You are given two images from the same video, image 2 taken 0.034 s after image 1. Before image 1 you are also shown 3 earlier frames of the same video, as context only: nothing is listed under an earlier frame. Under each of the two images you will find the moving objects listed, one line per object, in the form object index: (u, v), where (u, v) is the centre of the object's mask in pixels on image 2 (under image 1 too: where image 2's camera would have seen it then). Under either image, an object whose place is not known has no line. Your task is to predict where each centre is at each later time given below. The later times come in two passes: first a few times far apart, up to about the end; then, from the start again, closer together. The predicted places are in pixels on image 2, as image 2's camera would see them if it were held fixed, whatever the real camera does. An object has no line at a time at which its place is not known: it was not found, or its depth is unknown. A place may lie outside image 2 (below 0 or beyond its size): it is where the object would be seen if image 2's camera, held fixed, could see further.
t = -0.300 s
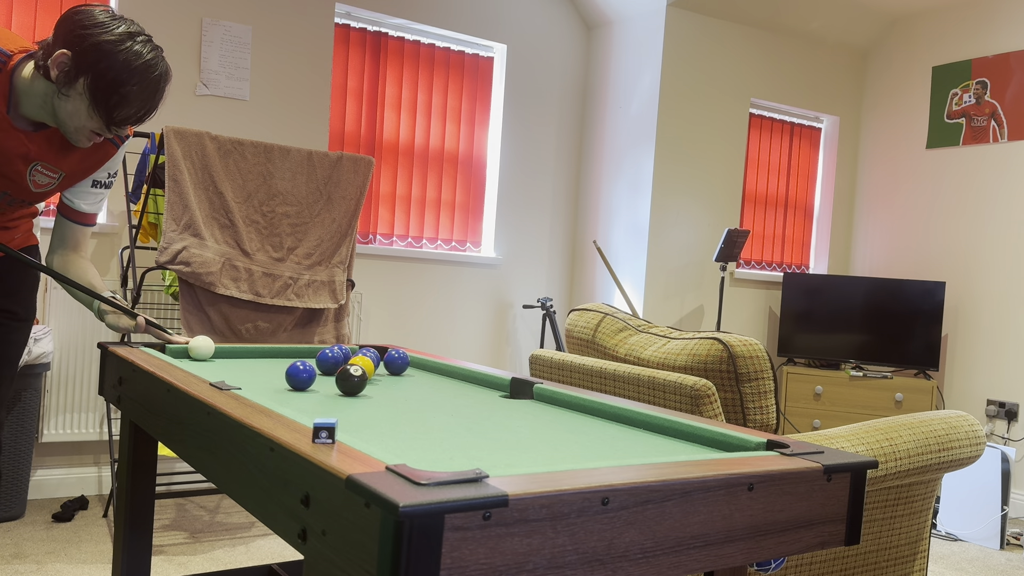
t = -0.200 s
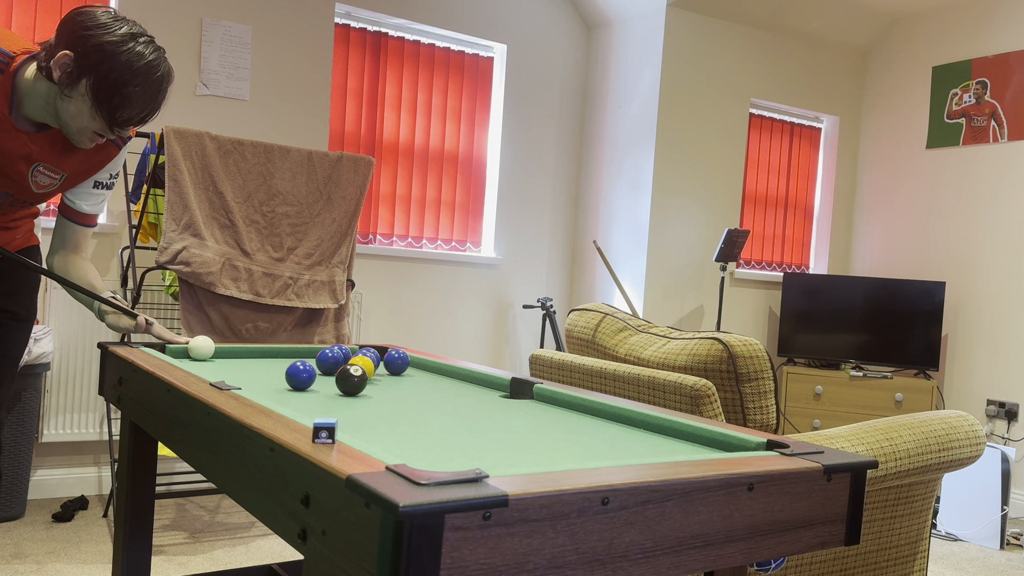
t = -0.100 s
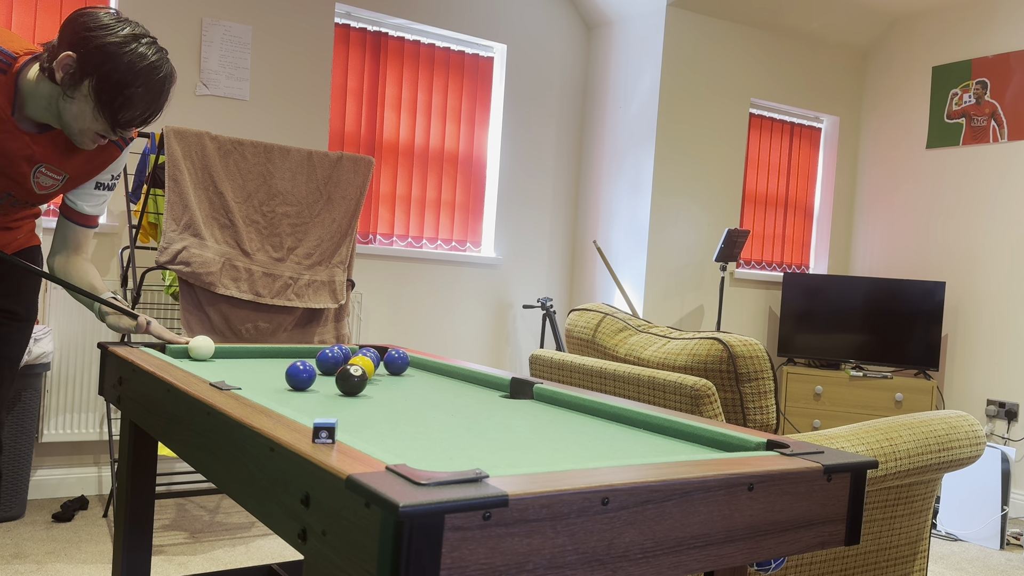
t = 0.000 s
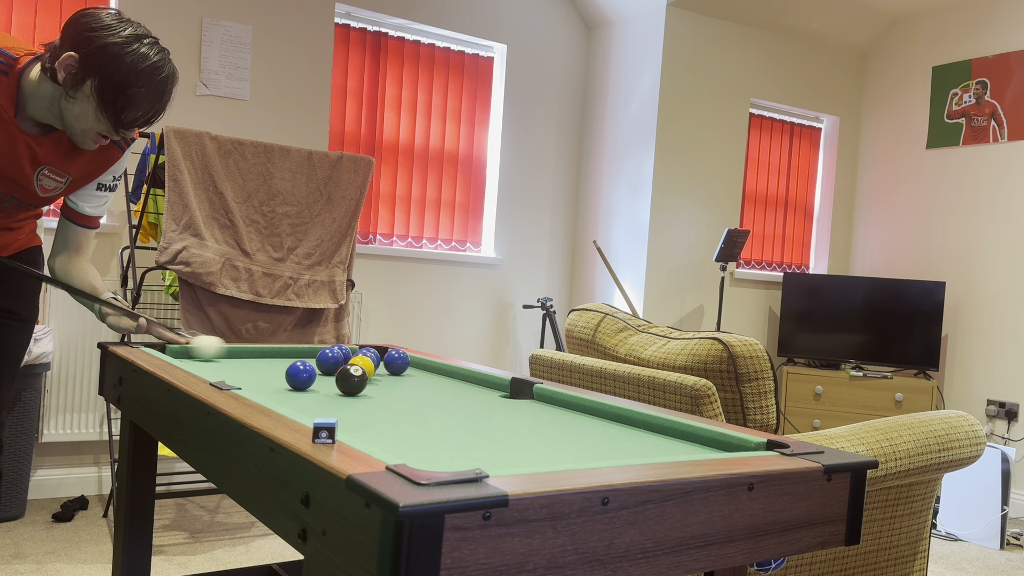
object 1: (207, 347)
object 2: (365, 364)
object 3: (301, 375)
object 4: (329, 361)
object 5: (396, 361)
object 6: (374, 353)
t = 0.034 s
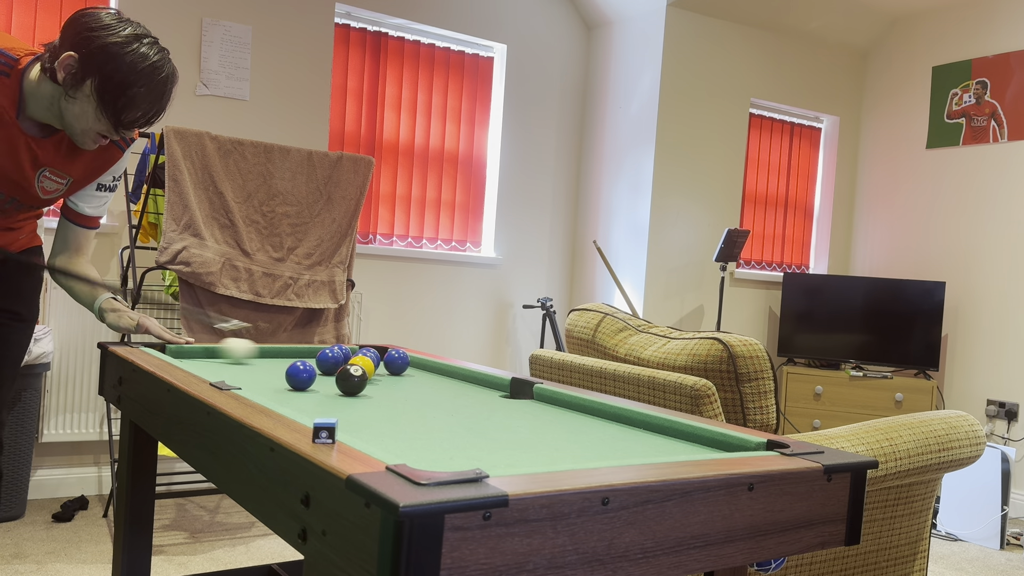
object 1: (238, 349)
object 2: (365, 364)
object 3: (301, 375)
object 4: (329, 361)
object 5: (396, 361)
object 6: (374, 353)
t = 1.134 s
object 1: (427, 379)
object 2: (368, 375)
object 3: (302, 390)
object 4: (262, 374)
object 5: (414, 360)
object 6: (319, 353)
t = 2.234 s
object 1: (518, 400)
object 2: (368, 374)
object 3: (347, 405)
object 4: (256, 376)
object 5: (414, 362)
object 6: (273, 353)
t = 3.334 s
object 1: (557, 411)
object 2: (368, 373)
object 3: (366, 406)
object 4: (256, 376)
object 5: (414, 362)
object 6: (274, 353)
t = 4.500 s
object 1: (556, 411)
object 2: (368, 373)
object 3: (370, 406)
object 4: (256, 376)
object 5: (414, 362)
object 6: (275, 353)
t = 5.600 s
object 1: (556, 411)
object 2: (368, 373)
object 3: (370, 406)
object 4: (256, 376)
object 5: (414, 362)
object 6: (275, 353)
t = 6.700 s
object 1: (556, 411)
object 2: (368, 373)
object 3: (370, 406)
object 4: (256, 376)
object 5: (414, 362)
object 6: (275, 353)
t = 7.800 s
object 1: (556, 411)
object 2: (368, 373)
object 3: (370, 406)
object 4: (256, 376)
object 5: (414, 362)
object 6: (275, 353)
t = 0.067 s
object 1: (270, 351)
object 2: (365, 364)
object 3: (301, 375)
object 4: (329, 361)
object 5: (396, 361)
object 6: (374, 353)
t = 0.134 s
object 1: (316, 356)
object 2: (364, 364)
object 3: (301, 375)
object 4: (335, 361)
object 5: (396, 361)
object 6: (373, 353)
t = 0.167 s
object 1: (315, 356)
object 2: (365, 364)
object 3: (301, 375)
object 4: (332, 362)
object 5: (398, 361)
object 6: (372, 350)
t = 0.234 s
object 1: (323, 351)
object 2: (365, 365)
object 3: (301, 375)
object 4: (326, 365)
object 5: (391, 359)
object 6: (380, 349)
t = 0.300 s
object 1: (338, 358)
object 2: (364, 365)
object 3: (301, 375)
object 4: (321, 365)
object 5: (396, 361)
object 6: (390, 348)
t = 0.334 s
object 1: (340, 359)
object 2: (365, 366)
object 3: (301, 375)
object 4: (319, 365)
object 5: (396, 361)
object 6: (401, 346)
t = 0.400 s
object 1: (347, 358)
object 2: (365, 367)
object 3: (301, 375)
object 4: (314, 364)
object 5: (398, 362)
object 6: (387, 347)
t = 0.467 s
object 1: (356, 358)
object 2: (364, 367)
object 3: (300, 376)
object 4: (303, 361)
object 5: (401, 362)
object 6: (383, 348)
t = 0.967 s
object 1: (410, 375)
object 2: (368, 374)
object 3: (299, 387)
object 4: (269, 373)
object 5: (416, 358)
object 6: (332, 353)
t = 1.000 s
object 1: (413, 376)
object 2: (368, 375)
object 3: (300, 388)
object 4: (267, 373)
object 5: (415, 358)
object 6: (329, 353)
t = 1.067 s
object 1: (420, 377)
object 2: (368, 375)
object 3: (301, 389)
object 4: (265, 374)
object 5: (414, 359)
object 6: (324, 353)
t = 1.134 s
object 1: (427, 379)
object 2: (368, 375)
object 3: (302, 390)
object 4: (262, 374)
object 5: (414, 360)
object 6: (319, 353)
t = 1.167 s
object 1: (431, 380)
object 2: (368, 374)
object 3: (303, 391)
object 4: (261, 374)
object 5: (414, 361)
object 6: (317, 352)
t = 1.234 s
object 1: (436, 380)
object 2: (368, 374)
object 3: (304, 392)
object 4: (260, 375)
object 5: (415, 362)
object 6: (312, 353)
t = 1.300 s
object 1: (441, 380)
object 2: (368, 374)
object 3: (306, 394)
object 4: (258, 375)
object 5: (415, 362)
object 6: (307, 353)
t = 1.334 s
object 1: (444, 380)
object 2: (368, 374)
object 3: (307, 394)
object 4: (257, 375)
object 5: (415, 362)
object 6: (305, 353)
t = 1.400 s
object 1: (450, 379)
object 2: (368, 374)
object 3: (310, 396)
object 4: (256, 375)
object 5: (415, 362)
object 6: (301, 352)
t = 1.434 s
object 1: (454, 378)
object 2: (368, 374)
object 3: (311, 396)
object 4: (256, 375)
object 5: (415, 362)
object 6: (299, 353)
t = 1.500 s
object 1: (464, 379)
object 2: (368, 374)
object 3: (313, 397)
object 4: (255, 376)
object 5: (415, 362)
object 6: (295, 353)
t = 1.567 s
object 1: (471, 382)
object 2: (368, 374)
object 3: (316, 398)
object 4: (255, 376)
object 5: (415, 362)
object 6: (292, 353)
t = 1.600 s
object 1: (475, 384)
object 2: (368, 374)
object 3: (318, 399)
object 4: (255, 376)
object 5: (415, 362)
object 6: (290, 353)
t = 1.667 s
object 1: (480, 387)
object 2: (368, 374)
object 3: (321, 400)
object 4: (255, 376)
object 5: (414, 362)
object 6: (287, 353)
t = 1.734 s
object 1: (484, 390)
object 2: (368, 374)
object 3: (324, 400)
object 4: (255, 376)
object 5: (415, 362)
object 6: (284, 353)
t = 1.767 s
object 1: (486, 391)
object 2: (368, 374)
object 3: (326, 401)
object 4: (255, 376)
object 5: (415, 362)
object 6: (283, 353)
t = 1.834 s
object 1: (491, 393)
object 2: (368, 374)
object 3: (329, 401)
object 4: (255, 376)
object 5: (414, 362)
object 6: (281, 353)
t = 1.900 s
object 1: (496, 394)
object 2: (368, 374)
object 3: (332, 402)
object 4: (255, 376)
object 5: (414, 362)
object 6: (279, 353)
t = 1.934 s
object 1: (498, 395)
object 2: (368, 374)
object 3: (334, 402)
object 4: (255, 376)
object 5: (415, 362)
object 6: (278, 353)
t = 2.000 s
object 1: (503, 396)
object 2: (368, 374)
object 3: (337, 403)
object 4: (255, 376)
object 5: (414, 362)
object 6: (276, 353)
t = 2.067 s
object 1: (508, 397)
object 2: (368, 374)
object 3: (340, 404)
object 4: (256, 376)
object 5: (414, 362)
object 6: (275, 353)
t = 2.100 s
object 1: (510, 398)
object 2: (368, 374)
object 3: (341, 404)
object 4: (256, 376)
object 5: (414, 362)
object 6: (275, 353)
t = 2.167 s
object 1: (514, 399)
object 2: (368, 374)
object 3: (344, 405)
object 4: (256, 376)
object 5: (414, 362)
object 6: (274, 353)
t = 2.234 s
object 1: (518, 400)
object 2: (368, 374)
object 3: (347, 405)
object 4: (256, 376)
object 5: (414, 362)
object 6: (273, 353)
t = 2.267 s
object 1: (520, 401)
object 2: (368, 374)
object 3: (348, 406)
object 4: (256, 376)
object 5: (414, 362)
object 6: (273, 353)
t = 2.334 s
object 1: (524, 402)
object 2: (368, 374)
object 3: (351, 406)
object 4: (256, 376)
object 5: (414, 362)
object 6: (273, 353)
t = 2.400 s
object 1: (528, 403)
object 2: (368, 374)
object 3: (353, 406)
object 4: (256, 376)
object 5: (414, 362)
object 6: (273, 353)
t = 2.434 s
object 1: (529, 403)
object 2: (368, 374)
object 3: (354, 406)
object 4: (256, 376)
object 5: (414, 362)
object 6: (274, 353)
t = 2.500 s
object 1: (533, 404)
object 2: (368, 374)
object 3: (356, 407)
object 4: (256, 376)
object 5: (414, 362)
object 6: (274, 353)
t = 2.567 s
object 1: (536, 405)
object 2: (368, 374)
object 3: (358, 407)
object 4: (256, 376)
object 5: (414, 362)
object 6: (274, 353)
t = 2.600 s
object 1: (537, 406)
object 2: (368, 373)
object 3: (359, 407)
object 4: (256, 376)
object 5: (414, 362)
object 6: (274, 353)
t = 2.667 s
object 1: (540, 406)
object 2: (368, 373)
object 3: (360, 407)
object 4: (256, 376)
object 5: (414, 362)
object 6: (274, 353)
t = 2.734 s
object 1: (543, 407)
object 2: (368, 373)
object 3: (362, 407)
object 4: (256, 376)
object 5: (415, 362)
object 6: (274, 353)
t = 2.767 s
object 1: (544, 408)
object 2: (368, 373)
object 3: (362, 407)
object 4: (256, 376)
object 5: (414, 362)
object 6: (274, 353)
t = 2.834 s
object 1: (547, 408)
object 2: (368, 373)
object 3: (363, 407)
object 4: (256, 376)
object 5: (414, 362)
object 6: (274, 353)
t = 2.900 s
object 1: (549, 409)
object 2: (368, 373)
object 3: (364, 407)
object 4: (256, 376)
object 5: (415, 362)
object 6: (274, 353)
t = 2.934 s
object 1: (550, 409)
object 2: (368, 373)
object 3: (364, 407)
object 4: (256, 376)
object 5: (415, 362)
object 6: (274, 353)
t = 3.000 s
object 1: (551, 410)
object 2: (368, 373)
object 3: (365, 406)
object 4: (256, 376)
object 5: (415, 362)
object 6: (274, 353)
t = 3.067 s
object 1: (553, 410)
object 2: (368, 373)
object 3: (365, 406)
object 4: (256, 376)
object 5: (415, 362)
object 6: (274, 353)
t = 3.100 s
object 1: (554, 411)
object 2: (368, 373)
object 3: (365, 406)
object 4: (256, 376)
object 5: (415, 362)
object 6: (274, 353)
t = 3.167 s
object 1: (555, 411)
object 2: (368, 373)
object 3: (366, 407)
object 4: (256, 376)
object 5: (415, 362)
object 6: (274, 353)
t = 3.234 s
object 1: (556, 411)
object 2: (368, 373)
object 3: (366, 407)
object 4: (256, 376)
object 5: (415, 362)
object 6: (274, 353)
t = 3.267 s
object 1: (556, 411)
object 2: (368, 373)
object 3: (366, 407)
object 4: (256, 376)
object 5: (415, 362)
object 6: (274, 353)
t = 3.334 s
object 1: (557, 411)
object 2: (368, 373)
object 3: (366, 406)
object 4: (256, 376)
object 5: (414, 362)
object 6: (274, 353)
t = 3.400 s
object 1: (557, 412)
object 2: (368, 373)
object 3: (367, 406)
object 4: (256, 376)
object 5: (415, 362)
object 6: (275, 353)
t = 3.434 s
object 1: (557, 412)
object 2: (368, 373)
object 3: (367, 406)
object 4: (256, 376)
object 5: (414, 362)
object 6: (275, 353)
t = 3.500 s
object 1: (557, 412)
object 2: (368, 373)
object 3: (367, 406)
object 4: (256, 376)
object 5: (415, 362)
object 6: (275, 353)
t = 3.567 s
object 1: (556, 412)
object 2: (368, 373)
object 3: (368, 406)
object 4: (256, 376)
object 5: (415, 362)
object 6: (275, 353)
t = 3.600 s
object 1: (556, 411)
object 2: (368, 373)
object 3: (368, 406)
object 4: (256, 376)
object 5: (415, 362)
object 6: (275, 353)
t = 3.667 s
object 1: (556, 411)
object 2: (368, 373)
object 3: (369, 406)
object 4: (256, 376)
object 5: (415, 362)
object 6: (275, 353)
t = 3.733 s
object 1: (556, 411)
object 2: (368, 373)
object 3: (369, 406)
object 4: (256, 376)
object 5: (415, 362)
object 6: (275, 353)
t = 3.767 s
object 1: (556, 411)
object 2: (368, 373)
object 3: (369, 406)
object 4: (256, 376)
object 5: (415, 362)
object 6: (275, 353)
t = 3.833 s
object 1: (556, 411)
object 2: (368, 373)
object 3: (370, 406)
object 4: (256, 376)
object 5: (415, 362)
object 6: (275, 353)
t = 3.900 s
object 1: (556, 411)
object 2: (368, 373)
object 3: (370, 406)
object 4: (256, 376)
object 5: (415, 362)
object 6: (275, 353)
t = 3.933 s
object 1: (556, 411)
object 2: (368, 373)
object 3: (370, 406)
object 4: (256, 376)
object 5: (415, 362)
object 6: (275, 353)
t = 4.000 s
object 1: (556, 411)
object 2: (368, 373)
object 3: (370, 406)
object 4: (256, 376)
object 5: (415, 362)
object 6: (275, 353)
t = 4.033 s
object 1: (556, 411)
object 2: (368, 373)
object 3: (370, 406)
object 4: (256, 376)
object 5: (415, 362)
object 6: (275, 353)
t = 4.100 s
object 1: (556, 411)
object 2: (368, 373)
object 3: (370, 406)
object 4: (256, 376)
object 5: (415, 362)
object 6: (274, 353)
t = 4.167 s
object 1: (556, 411)
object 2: (368, 373)
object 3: (370, 406)
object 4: (256, 376)
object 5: (414, 362)
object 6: (275, 353)
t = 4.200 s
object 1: (556, 411)
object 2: (368, 373)
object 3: (370, 406)
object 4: (256, 376)
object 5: (414, 362)
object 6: (275, 353)
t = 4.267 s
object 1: (556, 411)
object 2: (368, 373)
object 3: (370, 406)
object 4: (256, 376)
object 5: (414, 363)
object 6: (275, 353)
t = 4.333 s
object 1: (556, 411)
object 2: (368, 373)
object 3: (370, 406)
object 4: (256, 376)
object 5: (414, 362)
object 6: (275, 353)
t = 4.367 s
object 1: (556, 411)
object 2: (368, 373)
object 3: (370, 406)
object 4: (256, 376)
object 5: (414, 363)
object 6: (275, 353)
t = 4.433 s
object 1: (556, 411)
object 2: (368, 373)
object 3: (370, 406)
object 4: (256, 376)
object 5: (414, 362)
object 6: (275, 353)
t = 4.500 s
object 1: (556, 411)
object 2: (368, 373)
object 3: (370, 406)
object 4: (256, 376)
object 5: (414, 362)
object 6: (275, 353)
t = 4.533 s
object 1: (556, 411)
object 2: (368, 373)
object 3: (370, 406)
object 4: (256, 376)
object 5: (414, 362)
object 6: (274, 353)
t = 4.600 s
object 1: (556, 412)
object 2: (368, 373)
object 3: (370, 406)
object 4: (256, 376)
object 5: (414, 362)
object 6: (275, 353)
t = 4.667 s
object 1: (556, 412)
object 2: (368, 373)
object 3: (370, 406)
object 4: (256, 376)
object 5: (414, 362)
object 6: (274, 353)
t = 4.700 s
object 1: (556, 411)
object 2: (368, 373)
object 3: (370, 406)
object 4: (256, 376)
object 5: (414, 362)
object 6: (274, 353)
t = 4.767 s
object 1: (556, 411)
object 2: (368, 373)
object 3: (370, 406)
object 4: (256, 376)
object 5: (414, 362)
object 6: (275, 353)
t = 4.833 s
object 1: (556, 411)
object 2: (368, 373)
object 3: (370, 406)
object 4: (256, 376)
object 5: (415, 362)
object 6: (275, 353)
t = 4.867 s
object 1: (556, 411)
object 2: (368, 373)
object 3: (370, 406)
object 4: (256, 376)
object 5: (415, 362)
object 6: (274, 353)
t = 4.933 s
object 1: (556, 411)
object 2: (368, 373)
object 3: (370, 406)
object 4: (256, 376)
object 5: (415, 362)
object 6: (275, 353)
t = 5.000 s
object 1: (556, 411)
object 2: (368, 373)
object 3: (370, 406)
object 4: (256, 376)
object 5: (414, 362)
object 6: (275, 353)
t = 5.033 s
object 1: (556, 411)
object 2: (368, 373)
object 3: (370, 406)
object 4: (256, 376)
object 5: (415, 362)
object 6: (275, 353)
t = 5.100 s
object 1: (556, 411)
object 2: (368, 373)
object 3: (370, 406)
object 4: (256, 376)
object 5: (415, 362)
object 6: (274, 353)
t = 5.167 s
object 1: (556, 412)
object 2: (368, 373)
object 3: (370, 406)
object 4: (256, 376)
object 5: (414, 362)
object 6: (275, 353)
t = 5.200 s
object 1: (556, 411)
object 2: (368, 373)
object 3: (370, 406)
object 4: (256, 376)
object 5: (414, 362)
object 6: (275, 353)
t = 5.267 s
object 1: (556, 411)
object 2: (368, 373)
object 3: (370, 406)
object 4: (256, 376)
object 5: (414, 362)
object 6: (275, 353)
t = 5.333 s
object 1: (556, 411)
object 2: (368, 373)
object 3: (370, 406)
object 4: (256, 376)
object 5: (415, 362)
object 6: (275, 353)
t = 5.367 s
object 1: (556, 411)
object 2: (368, 373)
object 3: (370, 406)
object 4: (256, 376)
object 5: (414, 362)
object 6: (275, 353)
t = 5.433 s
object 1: (556, 411)
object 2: (368, 373)
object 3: (370, 406)
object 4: (256, 376)
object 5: (414, 362)
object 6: (275, 353)
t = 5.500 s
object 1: (556, 411)
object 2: (368, 373)
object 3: (370, 406)
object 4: (256, 376)
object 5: (414, 362)
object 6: (275, 353)
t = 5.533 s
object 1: (556, 411)
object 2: (368, 373)
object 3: (370, 406)
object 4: (256, 376)
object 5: (414, 362)
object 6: (275, 353)
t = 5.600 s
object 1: (556, 411)
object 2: (368, 373)
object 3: (370, 406)
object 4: (256, 376)
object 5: (414, 362)
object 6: (275, 353)
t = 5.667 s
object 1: (556, 411)
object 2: (368, 373)
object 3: (370, 406)
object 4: (256, 376)
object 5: (414, 362)
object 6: (275, 353)
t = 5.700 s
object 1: (556, 411)
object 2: (368, 373)
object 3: (370, 406)
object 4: (256, 376)
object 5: (414, 362)
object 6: (275, 353)
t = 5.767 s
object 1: (556, 411)
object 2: (368, 373)
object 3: (370, 406)
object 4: (256, 376)
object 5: (414, 362)
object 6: (275, 353)
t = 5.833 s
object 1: (556, 411)
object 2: (368, 373)
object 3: (370, 406)
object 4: (256, 376)
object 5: (414, 362)
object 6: (275, 353)
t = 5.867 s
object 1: (556, 411)
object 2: (368, 373)
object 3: (370, 406)
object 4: (256, 376)
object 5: (414, 362)
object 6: (275, 353)
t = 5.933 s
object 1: (556, 411)
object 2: (368, 373)
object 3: (370, 406)
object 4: (256, 376)
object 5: (414, 362)
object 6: (275, 353)
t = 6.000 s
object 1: (556, 411)
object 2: (368, 373)
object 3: (370, 406)
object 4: (256, 376)
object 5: (414, 362)
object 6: (275, 353)
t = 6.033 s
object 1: (556, 411)
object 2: (368, 373)
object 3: (370, 406)
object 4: (256, 376)
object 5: (414, 362)
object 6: (275, 353)
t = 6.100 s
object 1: (556, 411)
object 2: (368, 373)
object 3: (370, 406)
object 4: (256, 376)
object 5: (414, 362)
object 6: (275, 353)
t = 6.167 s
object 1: (556, 411)
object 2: (368, 373)
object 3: (370, 406)
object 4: (256, 376)
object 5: (414, 362)
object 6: (275, 353)
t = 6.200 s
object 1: (556, 411)
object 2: (368, 373)
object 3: (370, 406)
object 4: (256, 376)
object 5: (414, 362)
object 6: (275, 353)
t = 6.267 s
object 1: (556, 411)
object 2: (368, 373)
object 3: (370, 406)
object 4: (256, 376)
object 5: (414, 362)
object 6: (275, 353)
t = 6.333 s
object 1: (556, 411)
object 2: (368, 373)
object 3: (370, 406)
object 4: (256, 376)
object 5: (414, 362)
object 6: (275, 353)
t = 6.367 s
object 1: (556, 411)
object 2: (368, 373)
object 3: (370, 406)
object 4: (256, 376)
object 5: (414, 362)
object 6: (275, 353)
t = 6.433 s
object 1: (556, 411)
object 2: (368, 373)
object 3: (370, 406)
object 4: (256, 376)
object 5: (414, 362)
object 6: (275, 353)
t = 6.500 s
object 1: (556, 411)
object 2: (368, 373)
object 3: (370, 406)
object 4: (256, 376)
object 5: (415, 362)
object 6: (275, 353)
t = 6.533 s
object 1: (556, 411)
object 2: (368, 373)
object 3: (370, 406)
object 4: (256, 376)
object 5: (414, 362)
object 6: (275, 353)
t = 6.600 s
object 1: (556, 411)
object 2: (368, 373)
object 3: (370, 406)
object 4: (256, 376)
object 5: (414, 362)
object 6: (275, 353)
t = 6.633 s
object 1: (556, 411)
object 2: (368, 373)
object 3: (370, 406)
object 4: (256, 376)
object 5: (414, 362)
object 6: (275, 353)
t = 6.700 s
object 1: (556, 411)
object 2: (368, 373)
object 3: (370, 406)
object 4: (256, 376)
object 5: (414, 362)
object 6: (275, 353)
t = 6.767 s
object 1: (556, 412)
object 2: (368, 373)
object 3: (370, 406)
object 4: (256, 376)
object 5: (414, 362)
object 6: (275, 353)
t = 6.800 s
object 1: (556, 411)
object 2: (368, 373)
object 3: (370, 406)
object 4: (256, 376)
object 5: (414, 362)
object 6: (275, 353)
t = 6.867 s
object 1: (556, 411)
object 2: (368, 373)
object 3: (370, 406)
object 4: (256, 376)
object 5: (414, 362)
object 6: (275, 353)
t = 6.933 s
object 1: (556, 411)
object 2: (368, 373)
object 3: (370, 406)
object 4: (256, 376)
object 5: (414, 362)
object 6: (275, 353)
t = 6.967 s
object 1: (556, 411)
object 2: (368, 373)
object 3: (370, 406)
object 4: (256, 376)
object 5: (414, 362)
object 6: (275, 353)
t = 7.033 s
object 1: (556, 411)
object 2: (368, 373)
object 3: (370, 406)
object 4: (256, 376)
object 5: (414, 362)
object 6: (275, 353)
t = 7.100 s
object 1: (556, 411)
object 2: (368, 373)
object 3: (370, 406)
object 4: (256, 376)
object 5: (414, 362)
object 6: (275, 353)
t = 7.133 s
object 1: (556, 411)
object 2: (368, 373)
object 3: (370, 406)
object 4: (256, 376)
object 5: (414, 362)
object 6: (275, 353)
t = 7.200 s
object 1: (556, 411)
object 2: (368, 373)
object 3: (370, 406)
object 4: (256, 376)
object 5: (414, 362)
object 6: (275, 353)
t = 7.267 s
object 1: (556, 411)
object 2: (368, 373)
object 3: (370, 406)
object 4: (256, 376)
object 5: (414, 362)
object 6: (275, 353)
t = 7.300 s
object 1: (556, 411)
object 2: (368, 373)
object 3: (370, 406)
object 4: (256, 376)
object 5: (414, 362)
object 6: (275, 353)
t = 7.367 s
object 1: (556, 411)
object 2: (368, 373)
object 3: (370, 406)
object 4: (256, 376)
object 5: (414, 362)
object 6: (275, 353)
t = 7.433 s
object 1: (556, 411)
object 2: (368, 373)
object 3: (370, 406)
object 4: (256, 376)
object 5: (414, 362)
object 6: (275, 353)
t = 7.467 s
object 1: (556, 411)
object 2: (368, 373)
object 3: (370, 406)
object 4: (256, 376)
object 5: (414, 362)
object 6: (275, 353)
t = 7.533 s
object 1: (556, 412)
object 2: (368, 373)
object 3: (370, 406)
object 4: (256, 376)
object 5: (414, 362)
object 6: (275, 353)
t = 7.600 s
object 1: (556, 411)
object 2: (368, 373)
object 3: (370, 406)
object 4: (256, 376)
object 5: (414, 362)
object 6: (275, 353)
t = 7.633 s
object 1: (556, 411)
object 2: (368, 373)
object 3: (370, 406)
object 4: (256, 376)
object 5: (414, 362)
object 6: (275, 353)
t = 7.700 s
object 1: (556, 412)
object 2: (368, 373)
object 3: (370, 406)
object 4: (256, 376)
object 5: (414, 362)
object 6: (275, 353)
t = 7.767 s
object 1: (556, 411)
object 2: (368, 373)
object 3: (370, 406)
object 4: (256, 376)
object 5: (414, 362)
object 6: (275, 353)
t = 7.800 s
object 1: (556, 411)
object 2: (368, 373)
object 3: (370, 406)
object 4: (256, 376)
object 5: (414, 362)
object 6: (275, 353)
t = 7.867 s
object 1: (556, 411)
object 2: (368, 373)
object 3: (370, 406)
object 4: (256, 376)
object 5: (414, 362)
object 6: (275, 353)
